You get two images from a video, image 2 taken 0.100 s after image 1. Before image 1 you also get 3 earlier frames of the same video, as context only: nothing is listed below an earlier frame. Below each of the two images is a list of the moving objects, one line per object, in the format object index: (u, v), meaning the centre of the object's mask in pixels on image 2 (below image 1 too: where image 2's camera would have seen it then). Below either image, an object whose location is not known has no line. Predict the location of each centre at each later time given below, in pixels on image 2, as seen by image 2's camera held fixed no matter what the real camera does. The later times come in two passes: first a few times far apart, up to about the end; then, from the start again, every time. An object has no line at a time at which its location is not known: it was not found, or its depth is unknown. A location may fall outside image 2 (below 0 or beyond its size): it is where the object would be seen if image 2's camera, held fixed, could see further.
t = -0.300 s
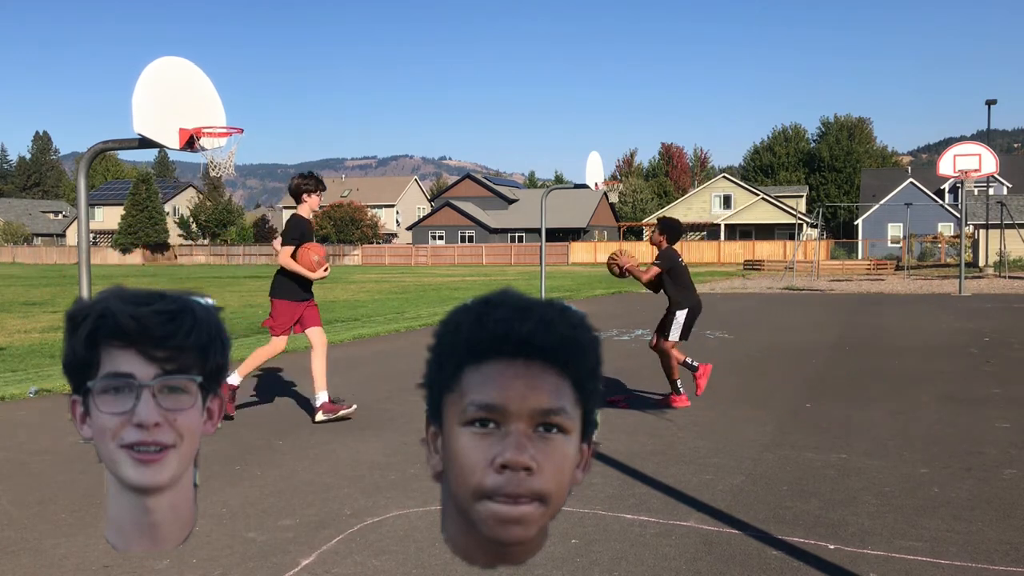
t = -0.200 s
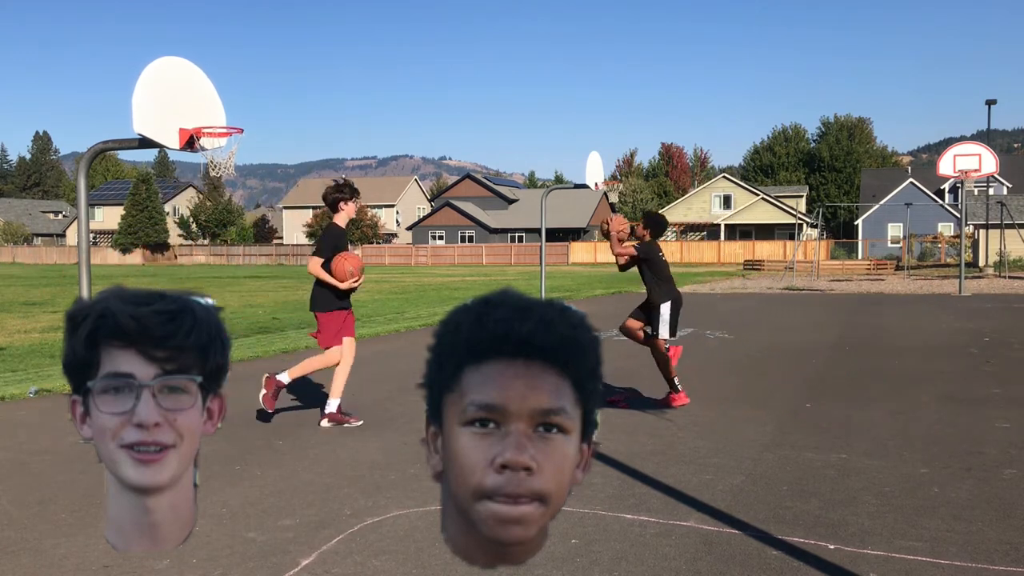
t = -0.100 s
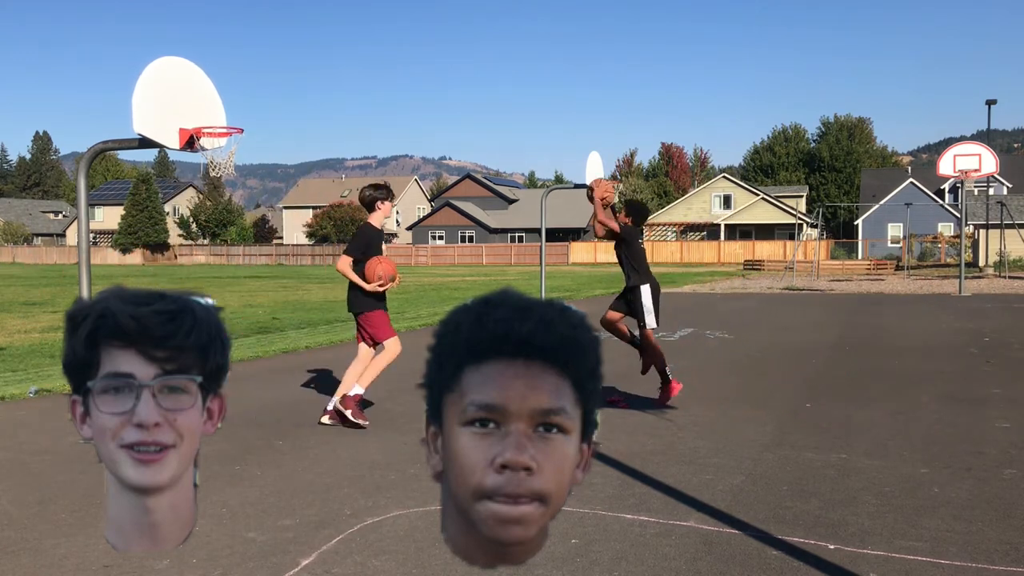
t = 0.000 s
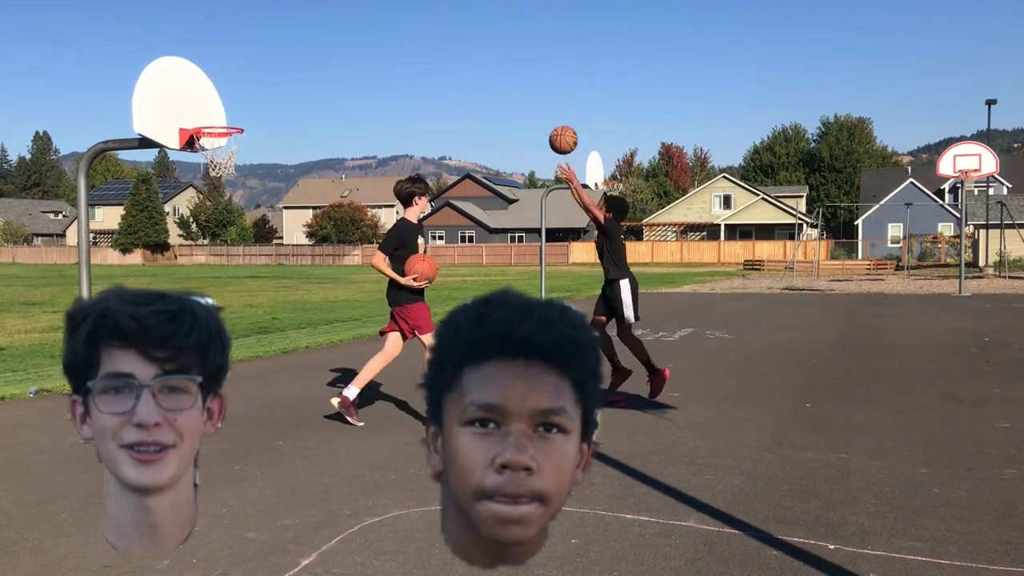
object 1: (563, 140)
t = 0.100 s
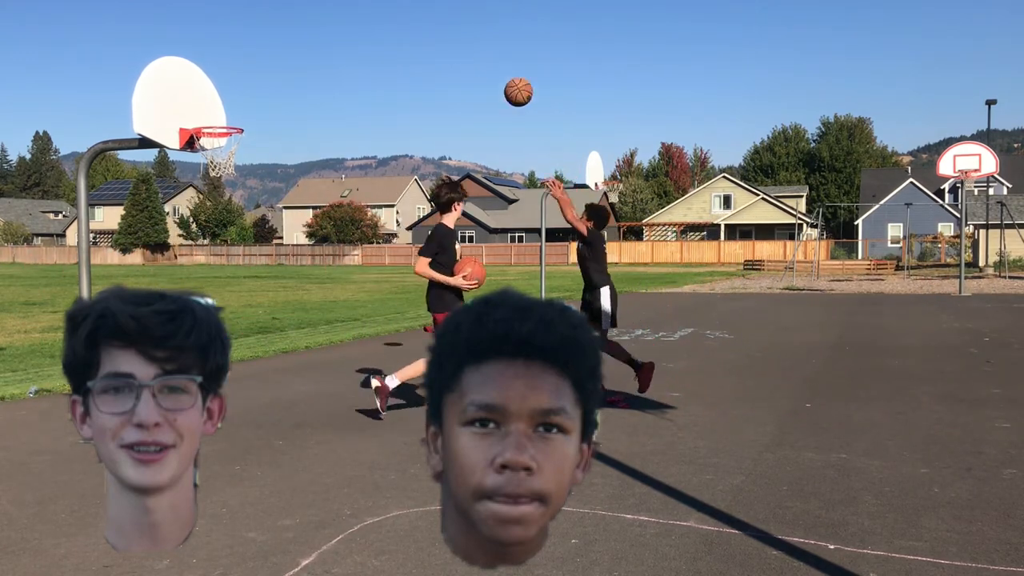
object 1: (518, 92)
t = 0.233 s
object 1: (460, 47)
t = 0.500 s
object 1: (350, 21)
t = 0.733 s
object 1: (264, 62)
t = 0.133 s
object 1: (503, 79)
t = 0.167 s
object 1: (489, 67)
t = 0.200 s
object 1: (474, 57)
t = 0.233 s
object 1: (460, 47)
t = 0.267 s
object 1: (445, 39)
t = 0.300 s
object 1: (431, 33)
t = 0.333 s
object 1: (417, 28)
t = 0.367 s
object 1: (404, 24)
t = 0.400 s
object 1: (390, 22)
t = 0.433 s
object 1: (377, 20)
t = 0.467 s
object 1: (363, 20)
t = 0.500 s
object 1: (350, 21)
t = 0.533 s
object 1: (338, 23)
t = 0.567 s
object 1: (325, 27)
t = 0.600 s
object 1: (313, 32)
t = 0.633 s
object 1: (300, 38)
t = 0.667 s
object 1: (288, 44)
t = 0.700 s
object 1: (276, 52)
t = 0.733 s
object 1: (264, 62)
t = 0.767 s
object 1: (252, 72)
